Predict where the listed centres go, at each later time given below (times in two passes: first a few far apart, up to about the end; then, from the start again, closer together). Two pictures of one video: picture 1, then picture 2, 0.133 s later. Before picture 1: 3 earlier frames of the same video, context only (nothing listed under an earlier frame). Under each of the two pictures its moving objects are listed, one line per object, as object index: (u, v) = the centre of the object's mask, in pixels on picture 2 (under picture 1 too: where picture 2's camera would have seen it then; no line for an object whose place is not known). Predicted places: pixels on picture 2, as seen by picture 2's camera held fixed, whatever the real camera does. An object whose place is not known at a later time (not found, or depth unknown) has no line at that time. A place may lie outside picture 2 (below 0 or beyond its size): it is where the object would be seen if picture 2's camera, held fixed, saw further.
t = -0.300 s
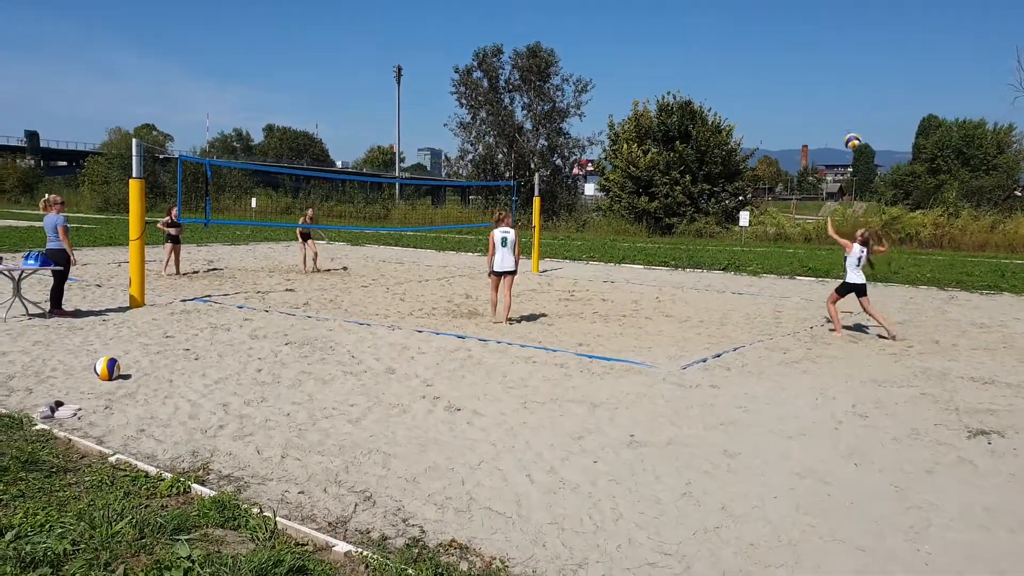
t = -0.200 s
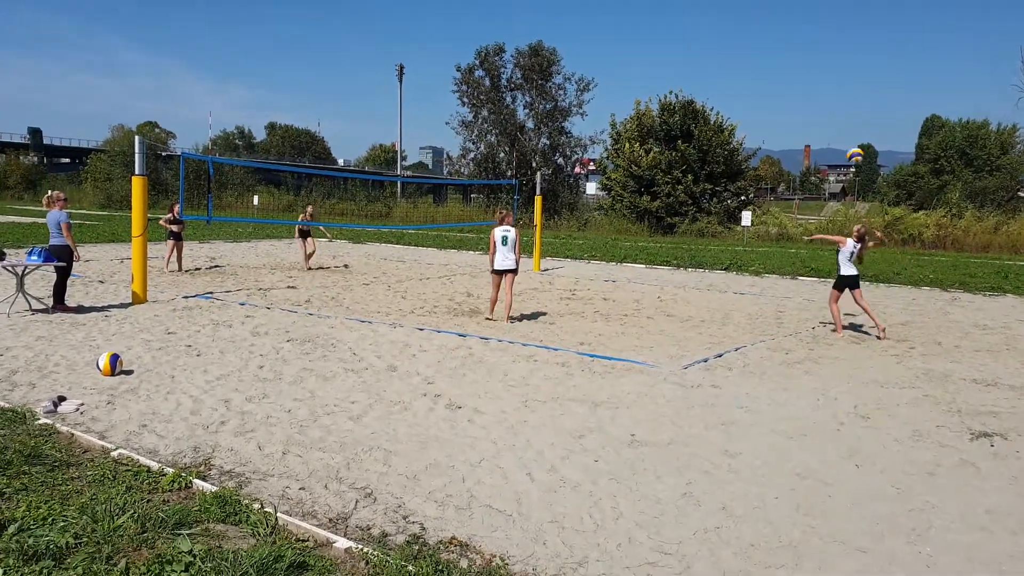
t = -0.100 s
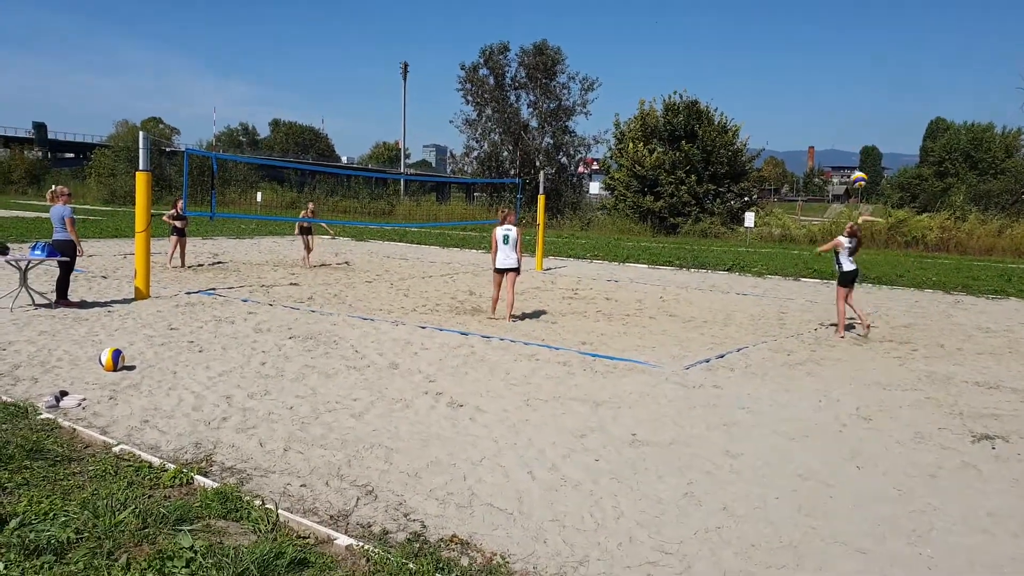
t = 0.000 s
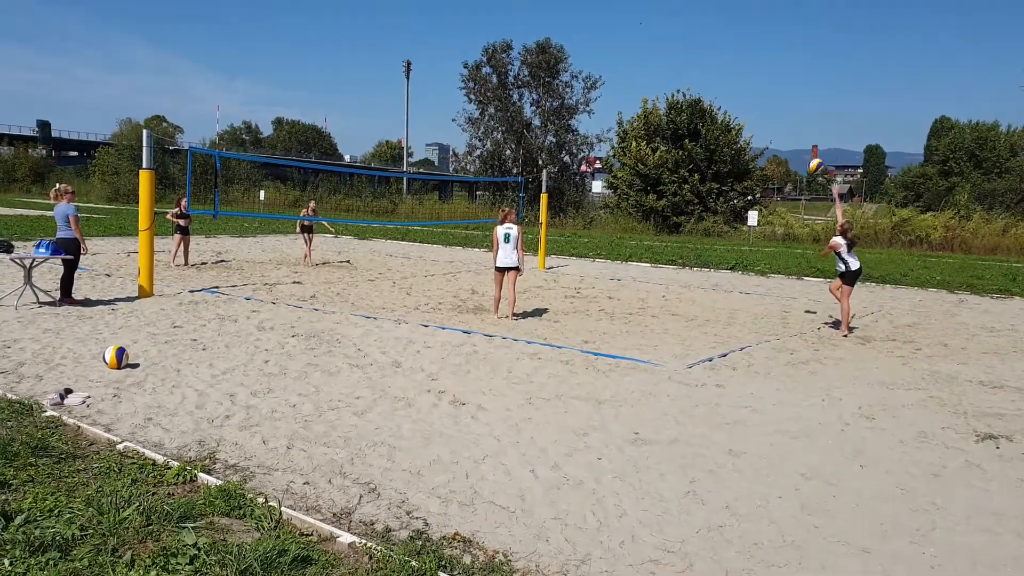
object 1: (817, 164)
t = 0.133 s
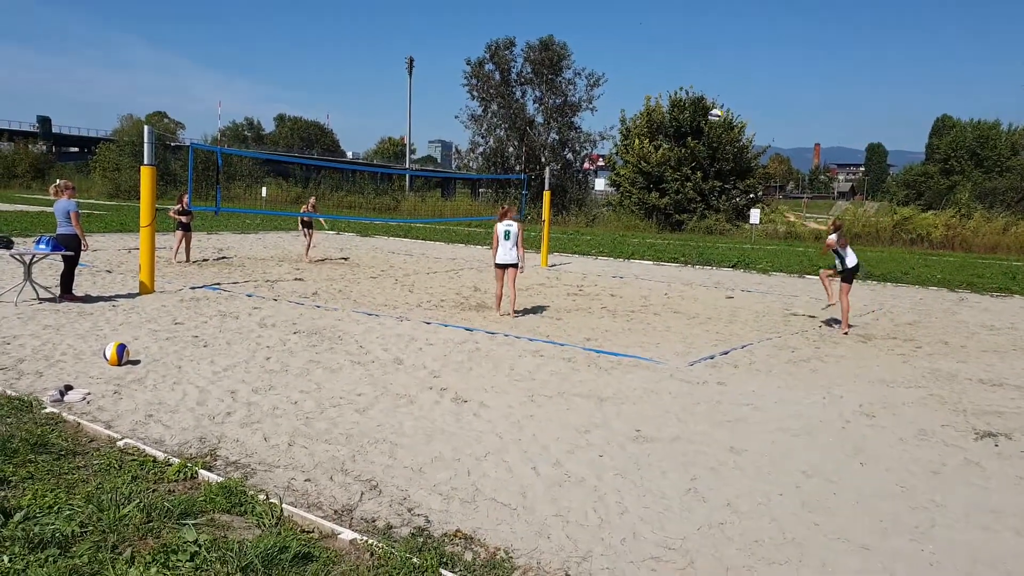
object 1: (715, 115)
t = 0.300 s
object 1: (608, 80)
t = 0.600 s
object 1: (456, 61)
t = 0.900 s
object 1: (344, 90)
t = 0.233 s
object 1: (648, 91)
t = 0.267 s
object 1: (627, 85)
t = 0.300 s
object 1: (608, 80)
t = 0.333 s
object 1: (589, 74)
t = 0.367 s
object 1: (570, 71)
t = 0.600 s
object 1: (456, 61)
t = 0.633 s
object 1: (442, 62)
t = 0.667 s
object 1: (429, 63)
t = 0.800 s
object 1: (378, 76)
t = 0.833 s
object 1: (366, 81)
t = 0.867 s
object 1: (354, 85)
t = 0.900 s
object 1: (344, 90)
